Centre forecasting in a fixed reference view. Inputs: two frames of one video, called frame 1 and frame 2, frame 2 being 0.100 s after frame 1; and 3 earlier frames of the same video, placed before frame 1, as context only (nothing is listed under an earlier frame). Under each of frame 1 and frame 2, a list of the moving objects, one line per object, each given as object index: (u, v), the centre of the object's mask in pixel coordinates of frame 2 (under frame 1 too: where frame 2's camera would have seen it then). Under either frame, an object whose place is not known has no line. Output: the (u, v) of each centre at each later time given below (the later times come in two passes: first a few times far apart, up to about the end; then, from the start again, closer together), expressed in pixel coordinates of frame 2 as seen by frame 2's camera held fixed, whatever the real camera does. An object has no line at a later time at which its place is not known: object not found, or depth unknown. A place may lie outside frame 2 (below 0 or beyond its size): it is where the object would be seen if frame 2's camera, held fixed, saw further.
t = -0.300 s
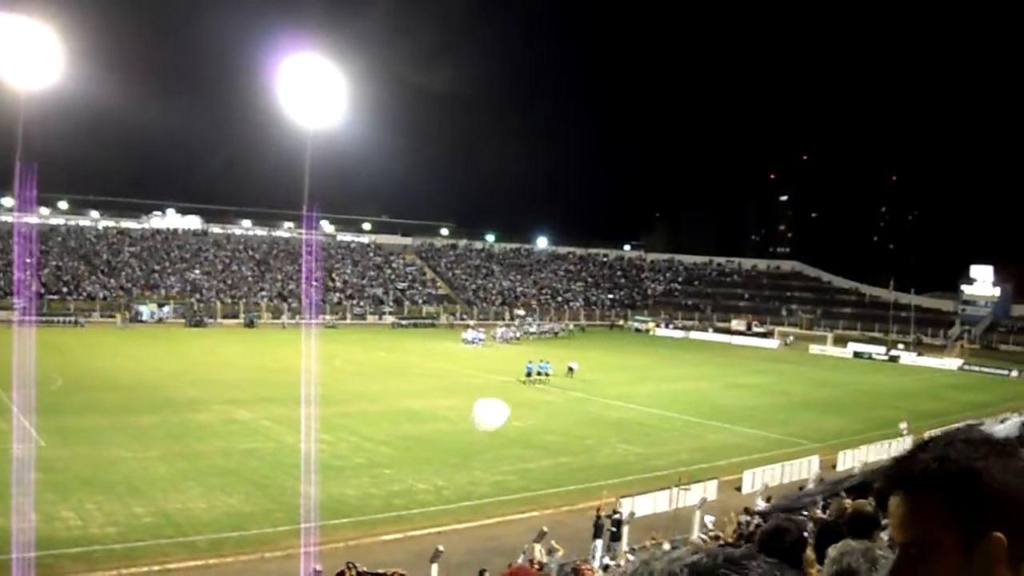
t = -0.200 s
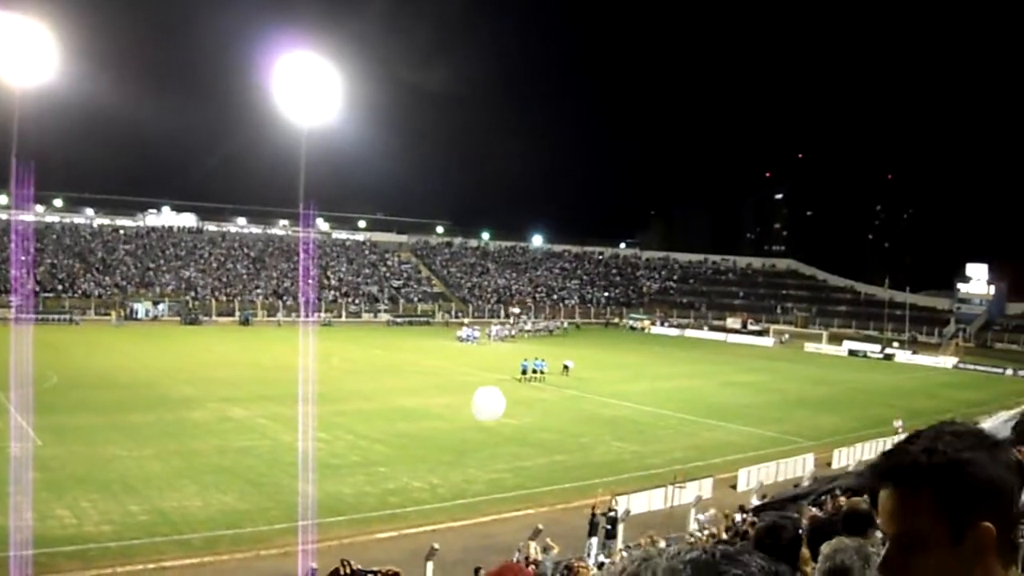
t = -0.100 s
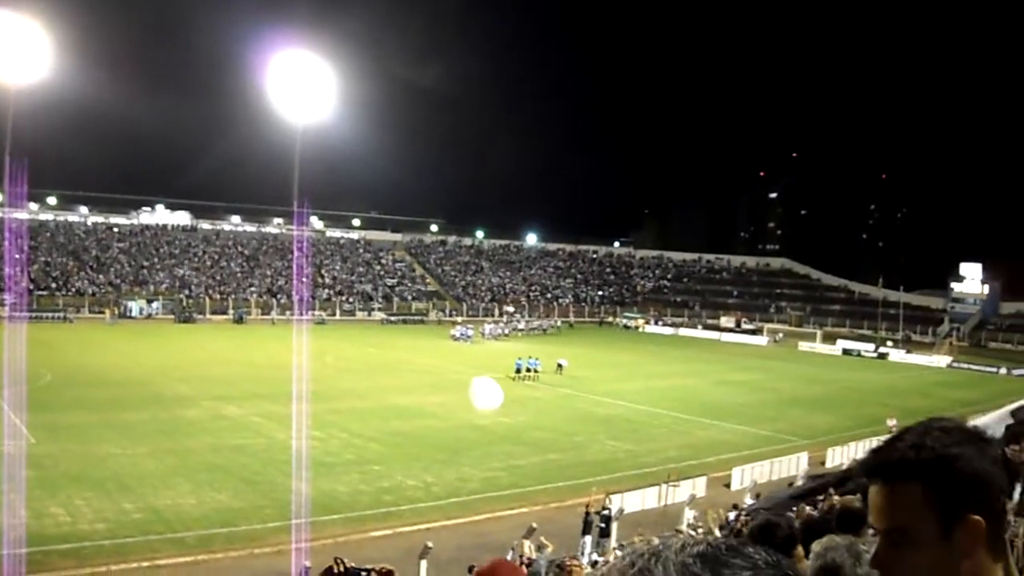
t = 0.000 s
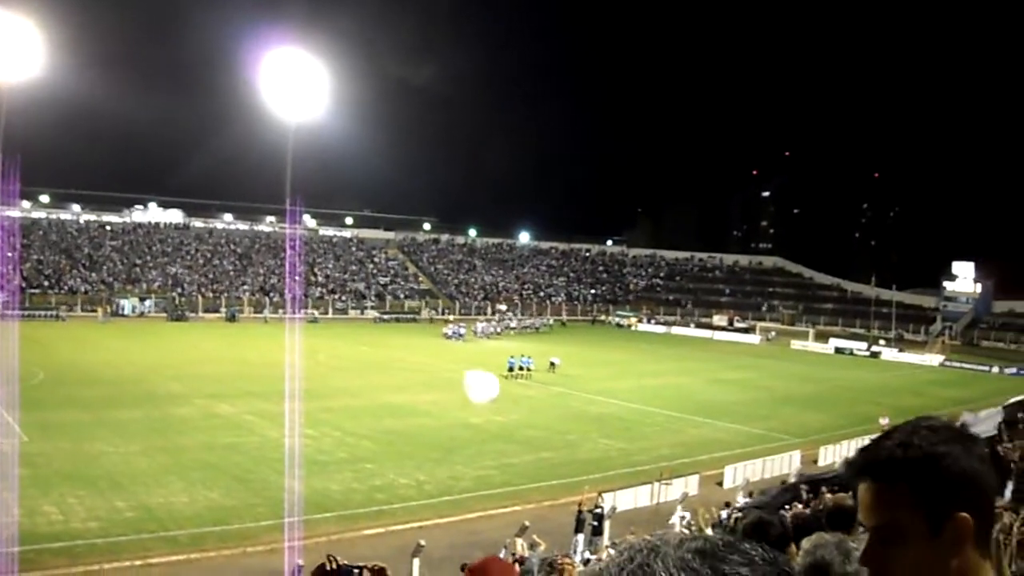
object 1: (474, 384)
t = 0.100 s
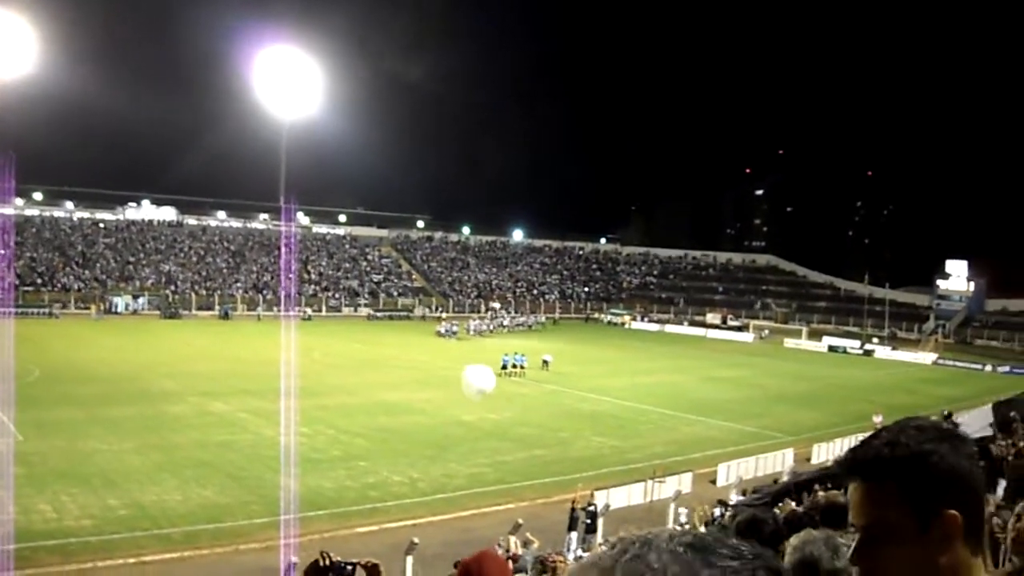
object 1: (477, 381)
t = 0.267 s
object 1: (481, 376)
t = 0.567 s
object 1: (482, 376)
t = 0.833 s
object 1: (482, 386)
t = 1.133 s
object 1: (489, 408)
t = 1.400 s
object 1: (491, 433)
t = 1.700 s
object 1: (488, 469)
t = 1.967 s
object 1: (484, 501)
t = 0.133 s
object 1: (478, 380)
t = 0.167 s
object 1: (478, 379)
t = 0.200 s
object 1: (479, 378)
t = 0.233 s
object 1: (480, 377)
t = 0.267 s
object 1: (481, 376)
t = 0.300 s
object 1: (482, 376)
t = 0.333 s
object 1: (482, 375)
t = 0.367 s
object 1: (482, 375)
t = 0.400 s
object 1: (482, 376)
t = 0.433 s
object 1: (482, 375)
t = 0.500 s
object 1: (482, 376)
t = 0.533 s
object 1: (482, 376)
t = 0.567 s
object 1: (482, 376)
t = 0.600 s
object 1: (482, 377)
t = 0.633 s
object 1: (482, 378)
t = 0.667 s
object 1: (482, 379)
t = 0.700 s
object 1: (482, 380)
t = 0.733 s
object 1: (482, 382)
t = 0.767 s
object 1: (482, 383)
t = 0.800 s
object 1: (482, 385)
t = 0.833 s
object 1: (482, 386)
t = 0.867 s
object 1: (483, 388)
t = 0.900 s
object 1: (483, 390)
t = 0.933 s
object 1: (484, 391)
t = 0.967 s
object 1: (485, 393)
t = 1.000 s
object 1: (487, 395)
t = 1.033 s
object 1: (487, 398)
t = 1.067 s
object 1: (488, 400)
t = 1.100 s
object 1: (489, 405)
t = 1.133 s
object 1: (489, 408)
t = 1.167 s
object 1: (489, 411)
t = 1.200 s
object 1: (489, 413)
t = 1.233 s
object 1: (490, 417)
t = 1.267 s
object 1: (490, 420)
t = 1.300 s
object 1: (490, 423)
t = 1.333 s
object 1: (491, 426)
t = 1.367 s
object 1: (491, 429)
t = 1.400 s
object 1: (491, 433)
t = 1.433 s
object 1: (491, 437)
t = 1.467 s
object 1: (492, 440)
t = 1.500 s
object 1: (491, 444)
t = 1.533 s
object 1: (490, 449)
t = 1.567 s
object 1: (490, 452)
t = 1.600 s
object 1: (490, 457)
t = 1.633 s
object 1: (489, 462)
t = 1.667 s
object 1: (488, 466)
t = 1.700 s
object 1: (488, 469)
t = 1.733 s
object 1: (488, 475)
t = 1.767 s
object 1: (488, 478)
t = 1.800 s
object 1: (488, 482)
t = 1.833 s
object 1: (487, 485)
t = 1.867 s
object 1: (486, 489)
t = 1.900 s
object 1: (486, 493)
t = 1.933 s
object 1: (485, 497)
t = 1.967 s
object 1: (484, 501)
